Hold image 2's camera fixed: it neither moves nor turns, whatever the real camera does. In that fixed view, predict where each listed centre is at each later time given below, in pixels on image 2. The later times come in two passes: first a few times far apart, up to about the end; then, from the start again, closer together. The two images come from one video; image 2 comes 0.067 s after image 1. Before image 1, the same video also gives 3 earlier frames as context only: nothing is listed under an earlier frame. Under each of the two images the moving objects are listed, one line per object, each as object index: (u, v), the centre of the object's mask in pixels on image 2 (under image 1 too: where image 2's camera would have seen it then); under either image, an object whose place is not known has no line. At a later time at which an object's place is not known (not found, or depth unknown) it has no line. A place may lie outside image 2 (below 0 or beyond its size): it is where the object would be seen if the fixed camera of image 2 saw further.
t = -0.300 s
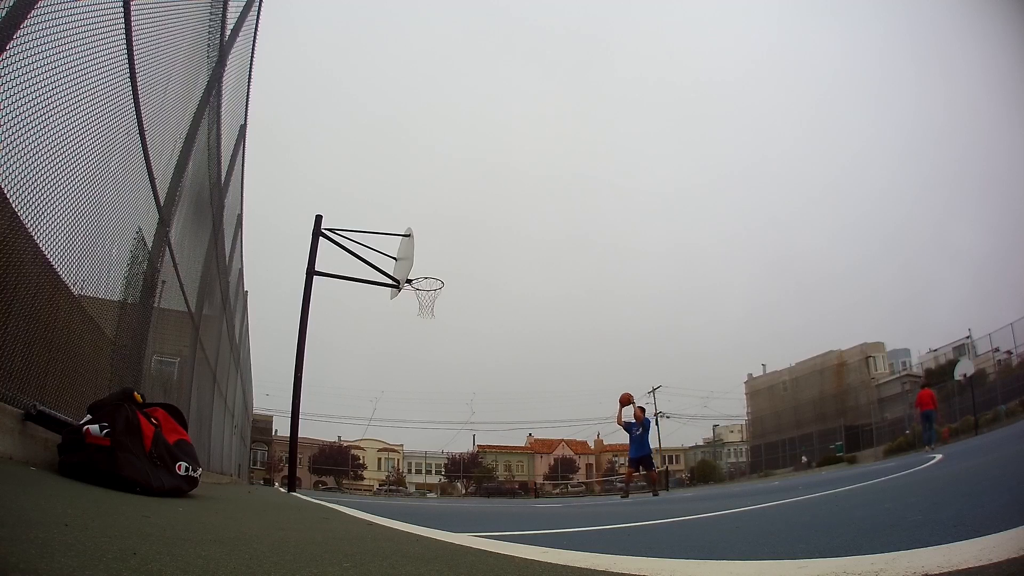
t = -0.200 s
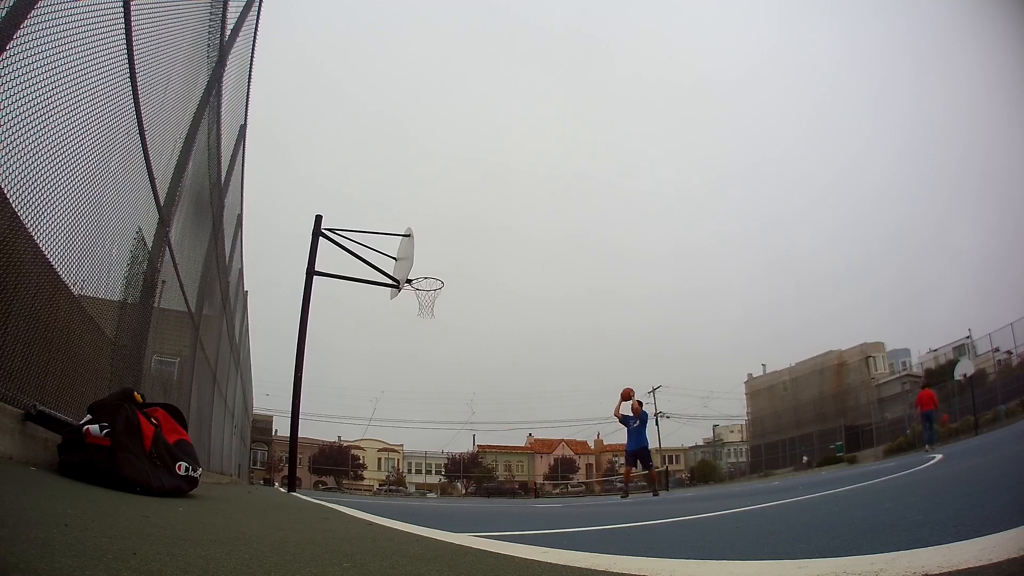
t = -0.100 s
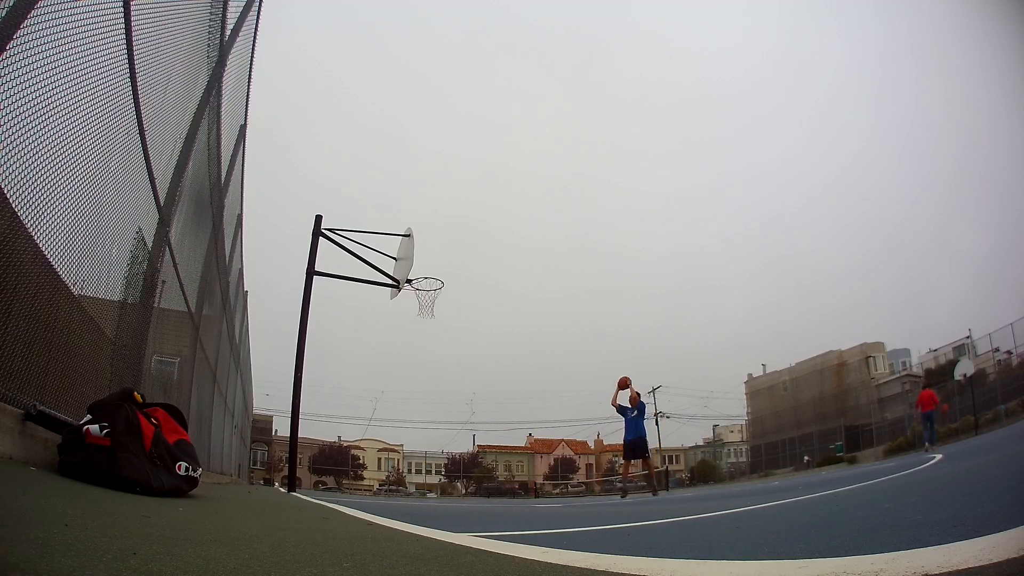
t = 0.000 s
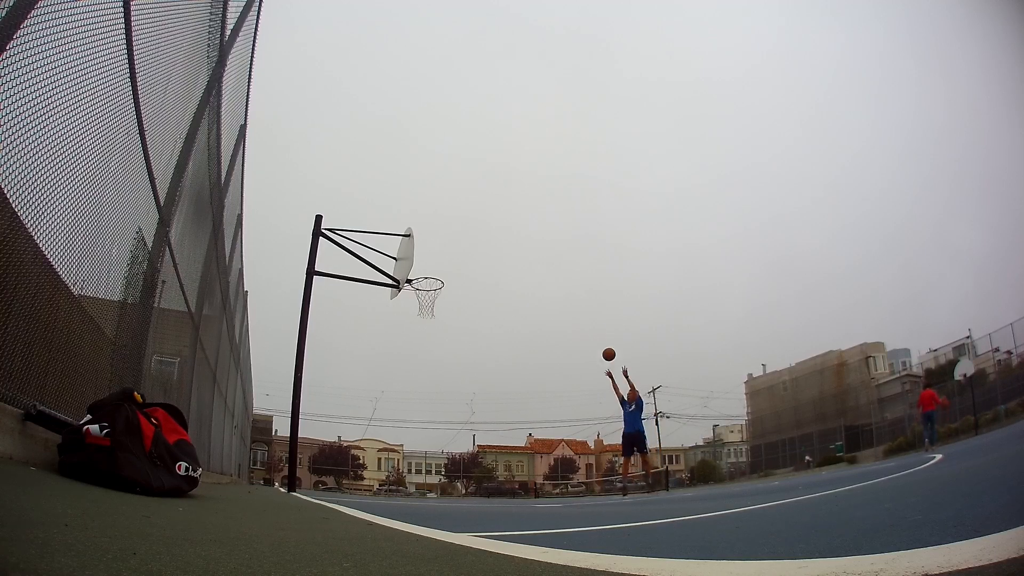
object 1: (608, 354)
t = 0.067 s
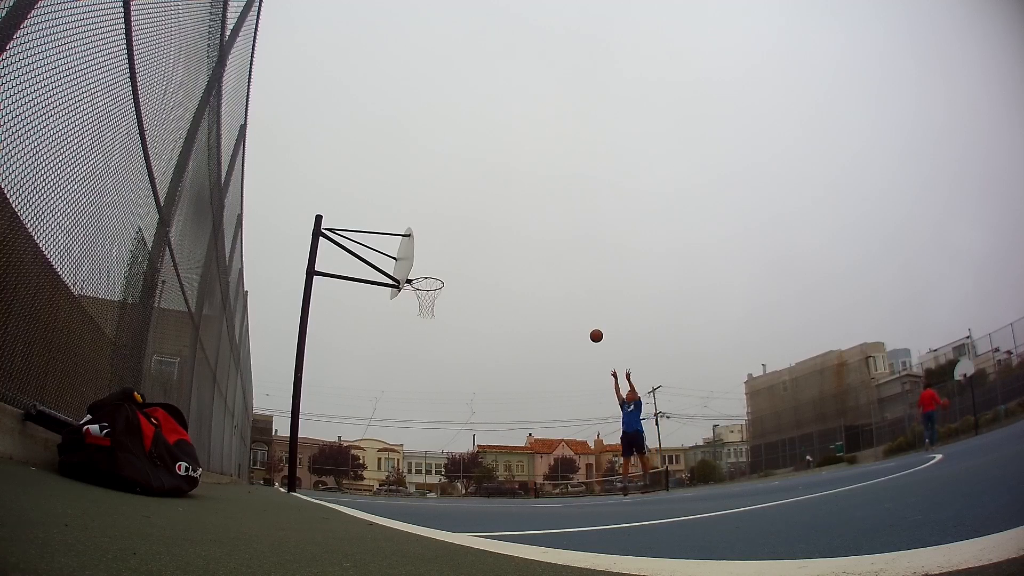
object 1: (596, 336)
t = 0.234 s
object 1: (563, 298)
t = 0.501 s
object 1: (509, 266)
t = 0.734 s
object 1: (455, 268)
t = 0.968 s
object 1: (424, 292)
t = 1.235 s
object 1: (443, 313)
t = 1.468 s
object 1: (456, 371)
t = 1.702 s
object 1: (471, 468)
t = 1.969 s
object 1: (485, 428)
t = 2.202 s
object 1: (495, 390)
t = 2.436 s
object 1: (505, 389)
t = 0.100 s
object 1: (590, 327)
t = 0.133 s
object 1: (583, 319)
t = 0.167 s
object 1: (577, 312)
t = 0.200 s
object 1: (570, 305)
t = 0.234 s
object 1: (563, 298)
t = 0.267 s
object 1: (557, 292)
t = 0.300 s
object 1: (550, 287)
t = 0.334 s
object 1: (543, 282)
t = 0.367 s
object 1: (536, 278)
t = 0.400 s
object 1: (530, 274)
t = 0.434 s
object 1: (523, 271)
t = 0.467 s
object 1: (516, 268)
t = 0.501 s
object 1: (509, 266)
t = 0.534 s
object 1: (501, 264)
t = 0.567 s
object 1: (494, 263)
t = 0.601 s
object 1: (486, 263)
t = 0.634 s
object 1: (479, 263)
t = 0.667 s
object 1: (471, 264)
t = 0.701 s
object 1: (463, 266)
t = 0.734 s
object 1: (455, 268)
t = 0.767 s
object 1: (447, 271)
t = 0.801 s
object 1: (439, 275)
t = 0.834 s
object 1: (430, 280)
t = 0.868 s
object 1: (421, 286)
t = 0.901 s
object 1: (421, 287)
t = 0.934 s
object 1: (422, 290)
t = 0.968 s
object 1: (424, 292)
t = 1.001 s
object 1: (426, 293)
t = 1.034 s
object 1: (429, 294)
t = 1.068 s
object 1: (432, 295)
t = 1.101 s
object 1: (434, 297)
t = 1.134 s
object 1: (437, 300)
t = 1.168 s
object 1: (439, 303)
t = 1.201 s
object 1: (441, 308)
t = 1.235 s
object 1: (443, 313)
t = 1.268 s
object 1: (445, 319)
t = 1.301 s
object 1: (447, 325)
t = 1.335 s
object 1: (449, 333)
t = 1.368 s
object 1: (450, 341)
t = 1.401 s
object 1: (453, 350)
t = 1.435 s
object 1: (455, 360)
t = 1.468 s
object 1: (456, 371)
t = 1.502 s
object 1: (459, 382)
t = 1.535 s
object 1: (461, 394)
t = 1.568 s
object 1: (463, 407)
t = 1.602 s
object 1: (465, 421)
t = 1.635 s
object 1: (467, 436)
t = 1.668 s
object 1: (469, 452)
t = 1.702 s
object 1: (471, 468)
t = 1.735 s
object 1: (473, 485)
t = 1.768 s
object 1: (475, 492)
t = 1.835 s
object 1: (478, 467)
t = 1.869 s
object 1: (479, 456)
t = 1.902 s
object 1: (481, 446)
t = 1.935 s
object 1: (483, 437)
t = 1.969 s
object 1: (485, 428)
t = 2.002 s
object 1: (486, 420)
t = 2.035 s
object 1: (488, 413)
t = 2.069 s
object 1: (489, 407)
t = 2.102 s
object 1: (490, 401)
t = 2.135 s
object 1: (492, 397)
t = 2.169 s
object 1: (493, 393)
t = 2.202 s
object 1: (495, 390)
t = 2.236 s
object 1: (496, 388)
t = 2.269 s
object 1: (498, 386)
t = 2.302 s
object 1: (499, 385)
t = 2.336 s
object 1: (501, 385)
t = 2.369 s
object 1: (502, 386)
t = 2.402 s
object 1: (503, 387)
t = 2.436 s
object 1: (505, 389)
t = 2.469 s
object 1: (506, 392)
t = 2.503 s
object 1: (508, 396)
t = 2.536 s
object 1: (509, 400)
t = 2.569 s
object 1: (510, 405)
